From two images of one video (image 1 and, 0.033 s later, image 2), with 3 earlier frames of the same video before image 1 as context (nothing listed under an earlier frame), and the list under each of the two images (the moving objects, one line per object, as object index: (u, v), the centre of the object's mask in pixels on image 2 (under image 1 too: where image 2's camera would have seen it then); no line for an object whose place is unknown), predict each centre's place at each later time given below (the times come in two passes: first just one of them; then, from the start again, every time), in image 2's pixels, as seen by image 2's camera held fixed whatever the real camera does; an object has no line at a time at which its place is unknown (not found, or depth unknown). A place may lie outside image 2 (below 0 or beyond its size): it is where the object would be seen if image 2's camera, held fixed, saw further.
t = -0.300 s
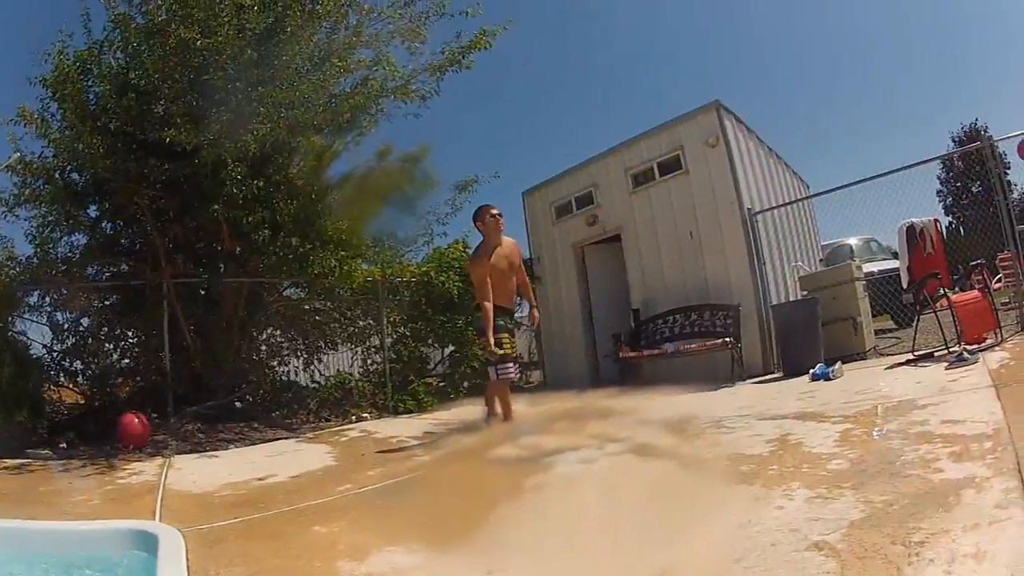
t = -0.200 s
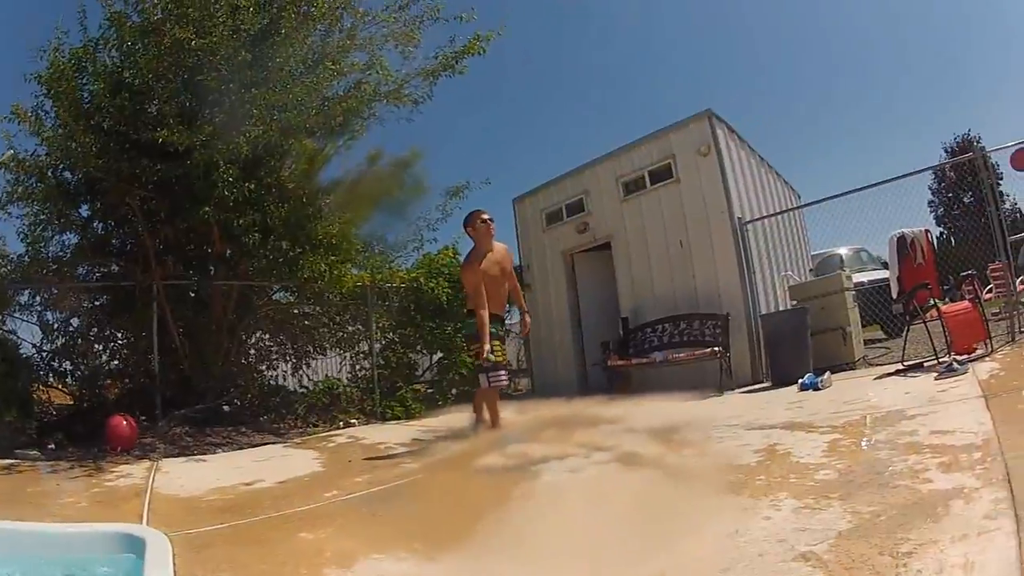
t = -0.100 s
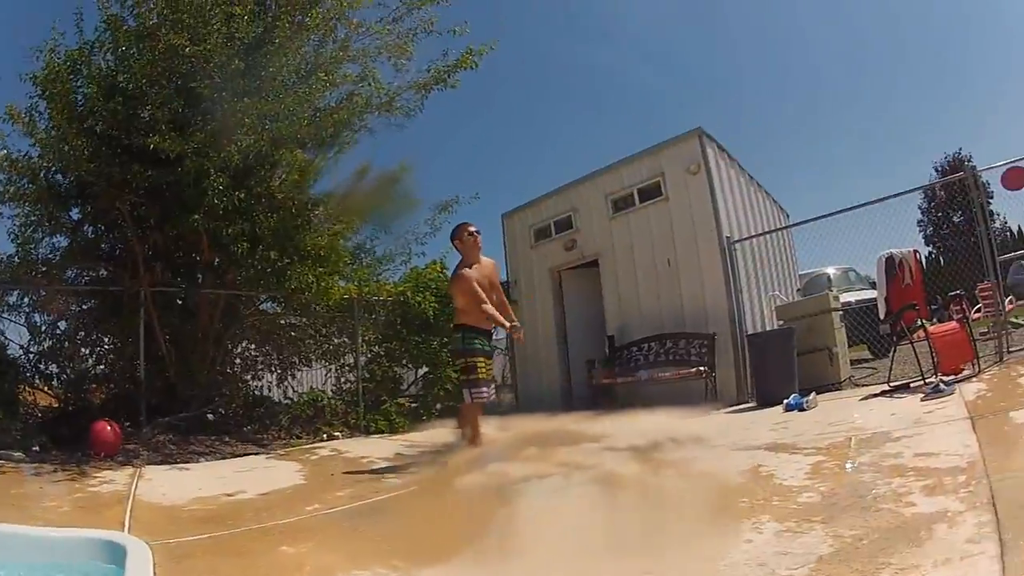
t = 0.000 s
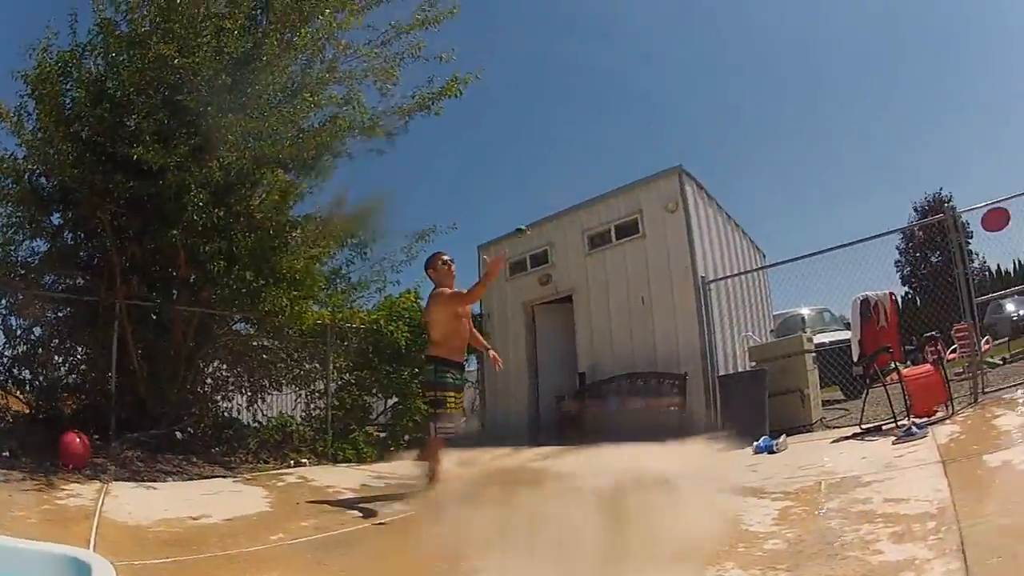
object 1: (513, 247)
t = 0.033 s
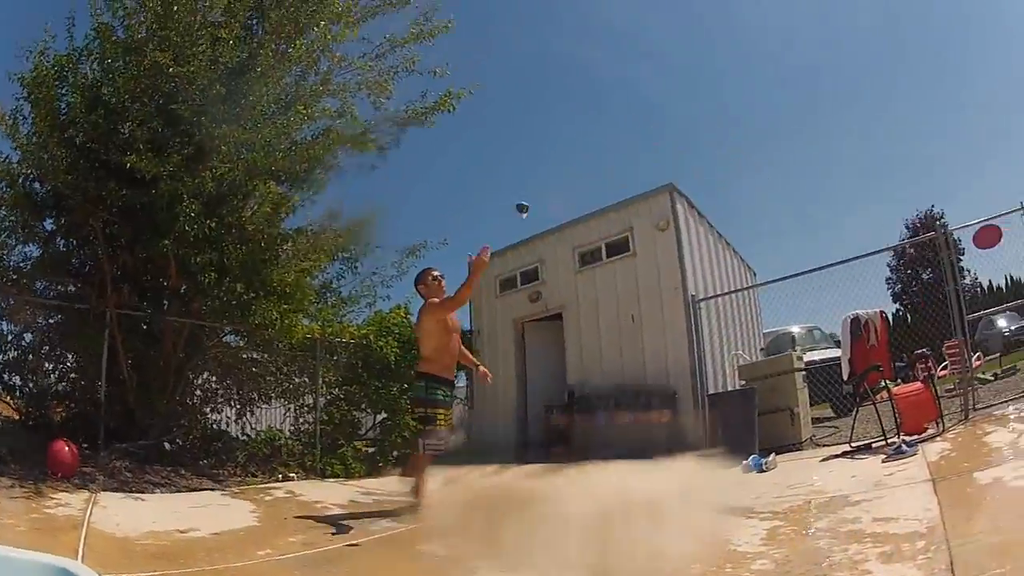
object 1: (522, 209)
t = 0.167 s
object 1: (562, 66)
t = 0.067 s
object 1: (533, 169)
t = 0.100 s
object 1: (542, 132)
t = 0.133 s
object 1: (552, 98)
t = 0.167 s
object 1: (562, 66)
